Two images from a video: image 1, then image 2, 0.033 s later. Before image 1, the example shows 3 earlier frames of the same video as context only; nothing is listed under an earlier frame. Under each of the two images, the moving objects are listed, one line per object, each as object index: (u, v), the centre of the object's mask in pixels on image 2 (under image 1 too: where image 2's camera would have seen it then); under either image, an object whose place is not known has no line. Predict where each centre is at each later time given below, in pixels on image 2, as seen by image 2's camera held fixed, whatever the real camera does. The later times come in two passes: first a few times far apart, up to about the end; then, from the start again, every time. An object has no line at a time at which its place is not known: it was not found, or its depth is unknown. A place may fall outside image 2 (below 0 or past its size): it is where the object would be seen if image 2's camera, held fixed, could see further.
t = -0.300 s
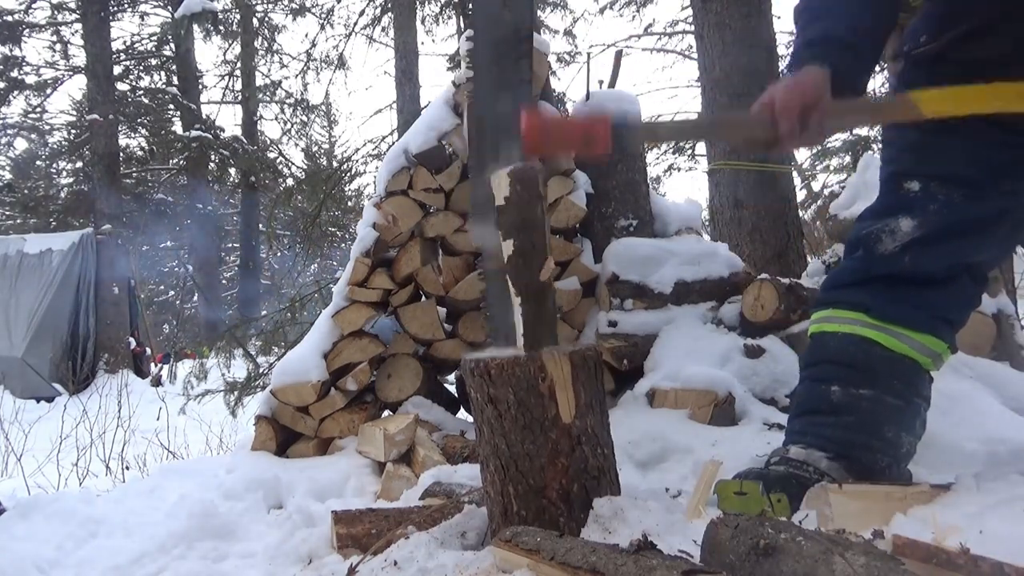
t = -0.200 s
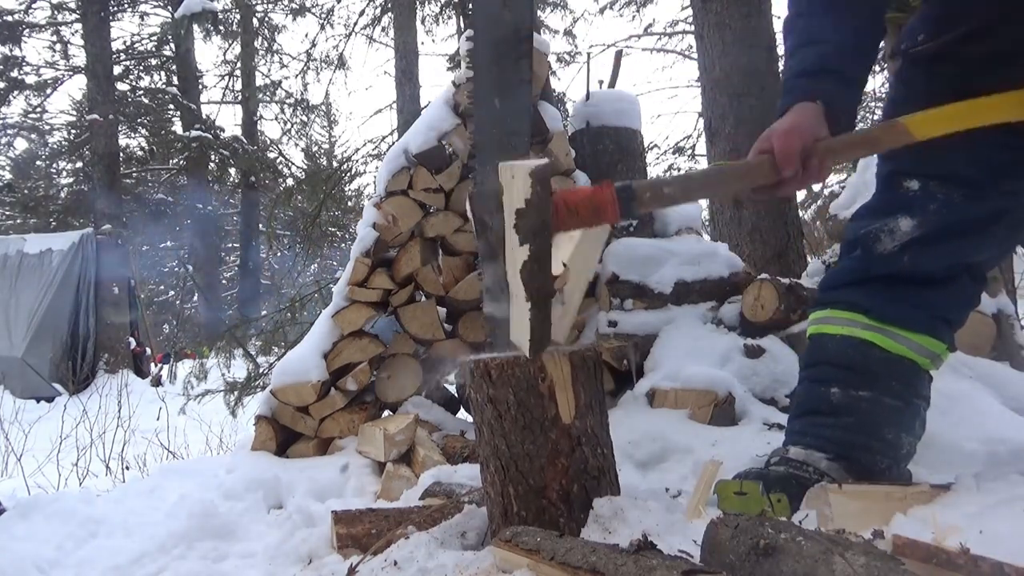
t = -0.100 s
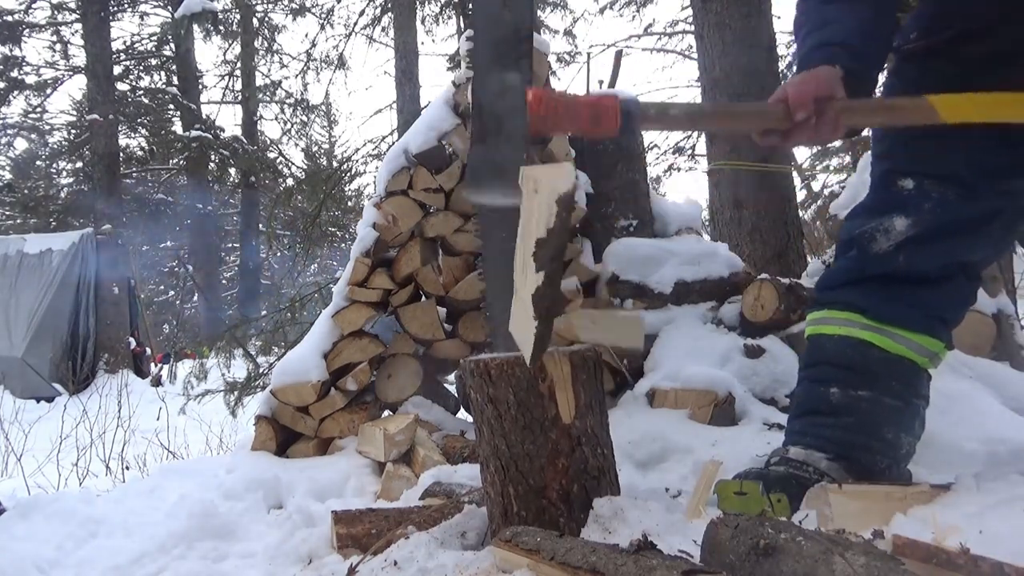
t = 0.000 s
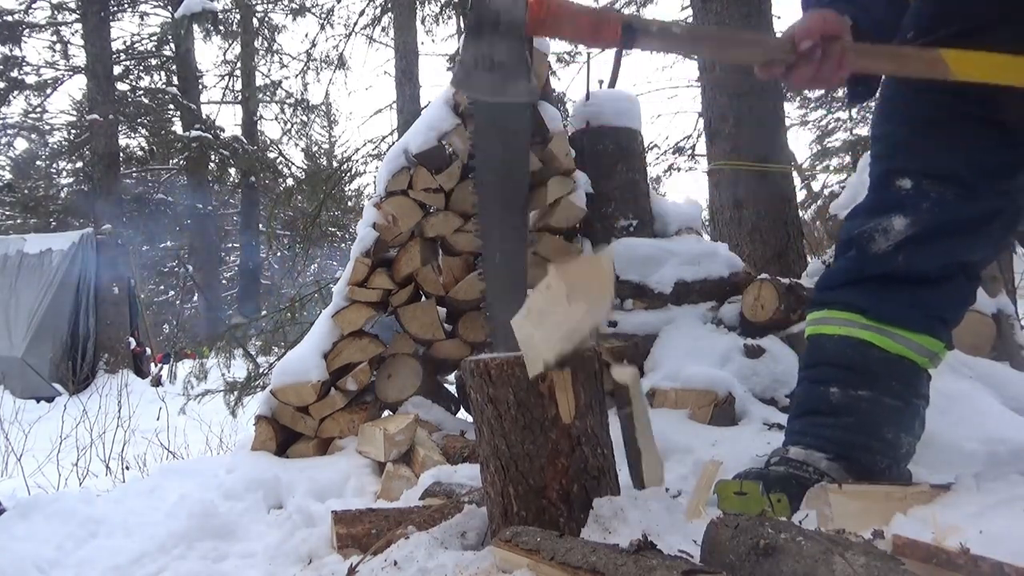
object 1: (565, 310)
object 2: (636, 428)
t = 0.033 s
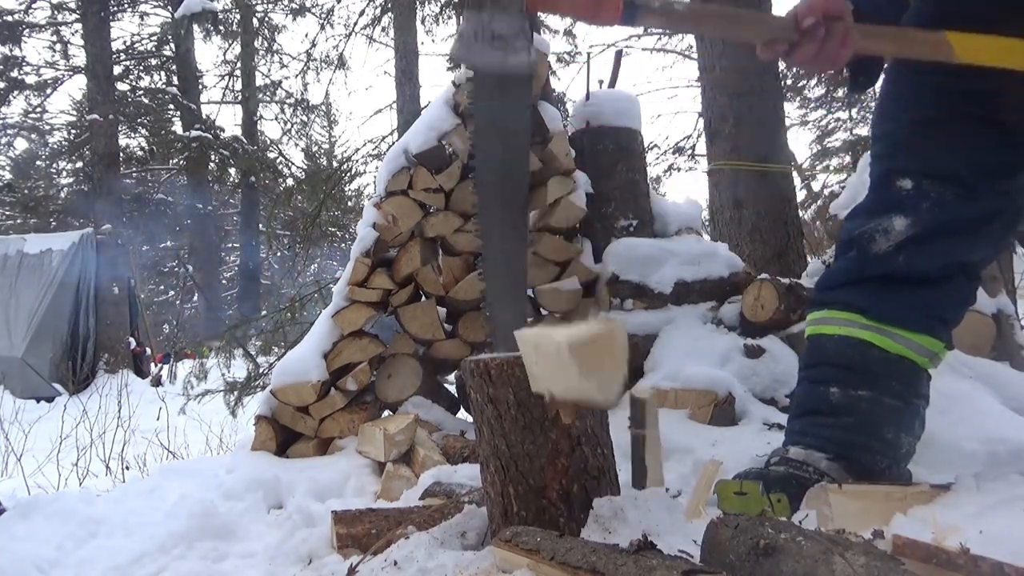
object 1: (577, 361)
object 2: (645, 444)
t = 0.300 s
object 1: (580, 493)
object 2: (696, 455)
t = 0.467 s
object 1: (582, 487)
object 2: (701, 447)
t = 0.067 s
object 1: (585, 416)
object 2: (654, 439)
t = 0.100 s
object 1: (591, 482)
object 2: (660, 437)
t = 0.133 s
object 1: (590, 505)
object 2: (668, 439)
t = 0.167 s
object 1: (587, 502)
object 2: (678, 442)
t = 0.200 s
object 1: (585, 500)
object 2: (688, 446)
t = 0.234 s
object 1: (585, 497)
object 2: (697, 449)
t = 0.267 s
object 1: (584, 495)
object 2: (700, 448)
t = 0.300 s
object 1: (580, 493)
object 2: (696, 455)
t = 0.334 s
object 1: (578, 491)
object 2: (701, 448)
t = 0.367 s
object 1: (582, 489)
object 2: (700, 447)
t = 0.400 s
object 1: (582, 488)
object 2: (700, 447)
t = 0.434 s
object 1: (582, 487)
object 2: (701, 447)
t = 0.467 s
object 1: (582, 487)
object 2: (701, 447)
